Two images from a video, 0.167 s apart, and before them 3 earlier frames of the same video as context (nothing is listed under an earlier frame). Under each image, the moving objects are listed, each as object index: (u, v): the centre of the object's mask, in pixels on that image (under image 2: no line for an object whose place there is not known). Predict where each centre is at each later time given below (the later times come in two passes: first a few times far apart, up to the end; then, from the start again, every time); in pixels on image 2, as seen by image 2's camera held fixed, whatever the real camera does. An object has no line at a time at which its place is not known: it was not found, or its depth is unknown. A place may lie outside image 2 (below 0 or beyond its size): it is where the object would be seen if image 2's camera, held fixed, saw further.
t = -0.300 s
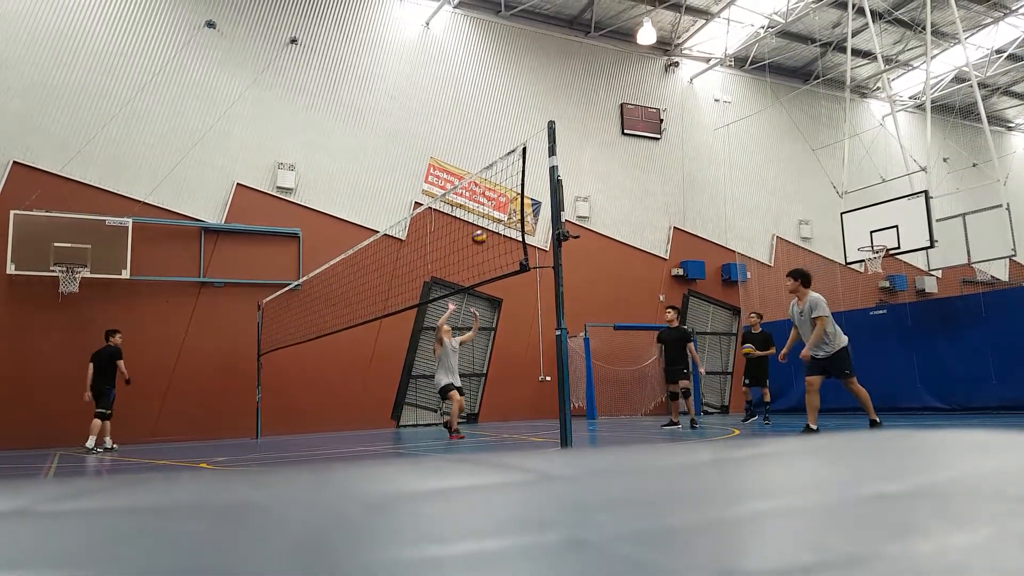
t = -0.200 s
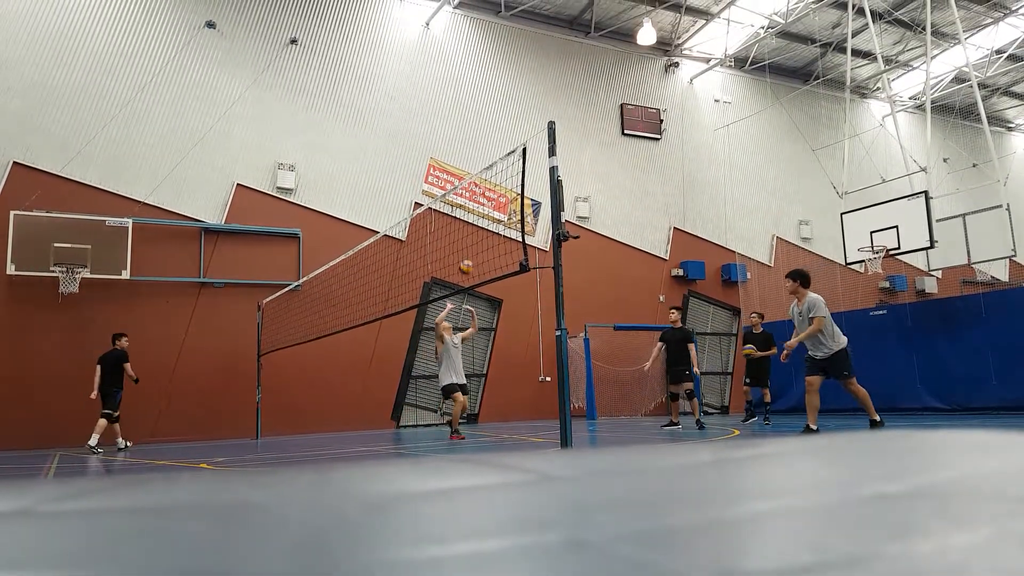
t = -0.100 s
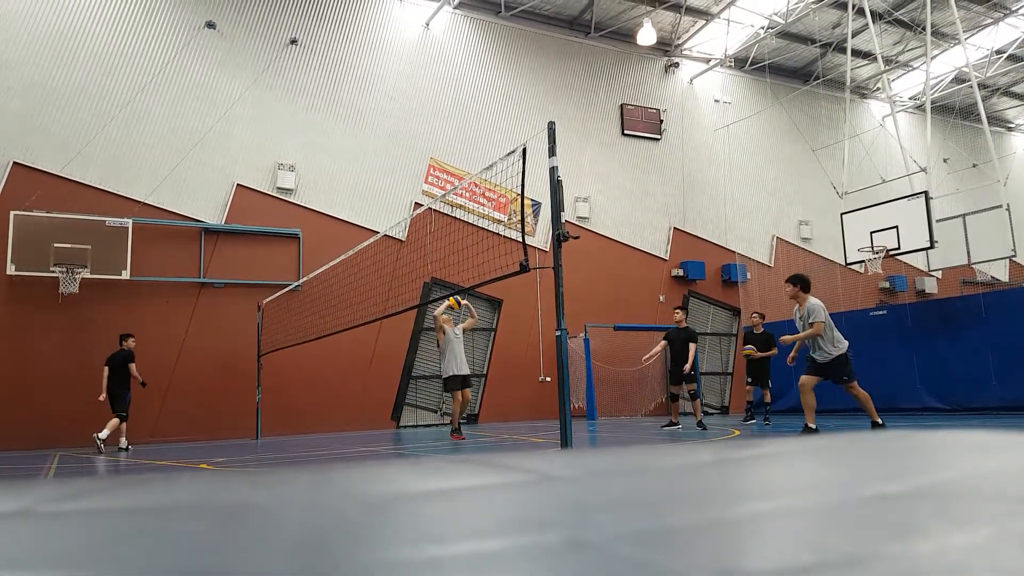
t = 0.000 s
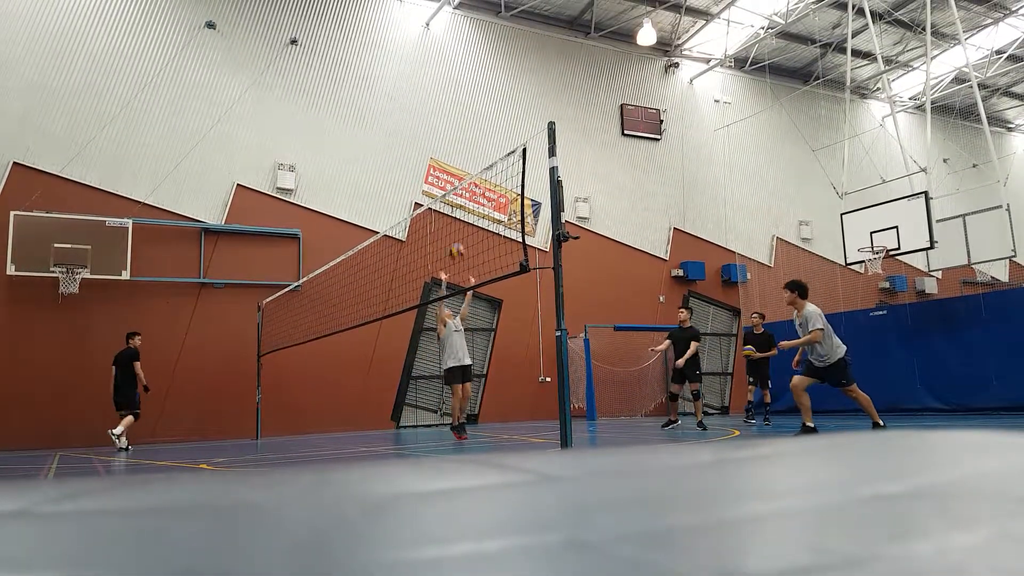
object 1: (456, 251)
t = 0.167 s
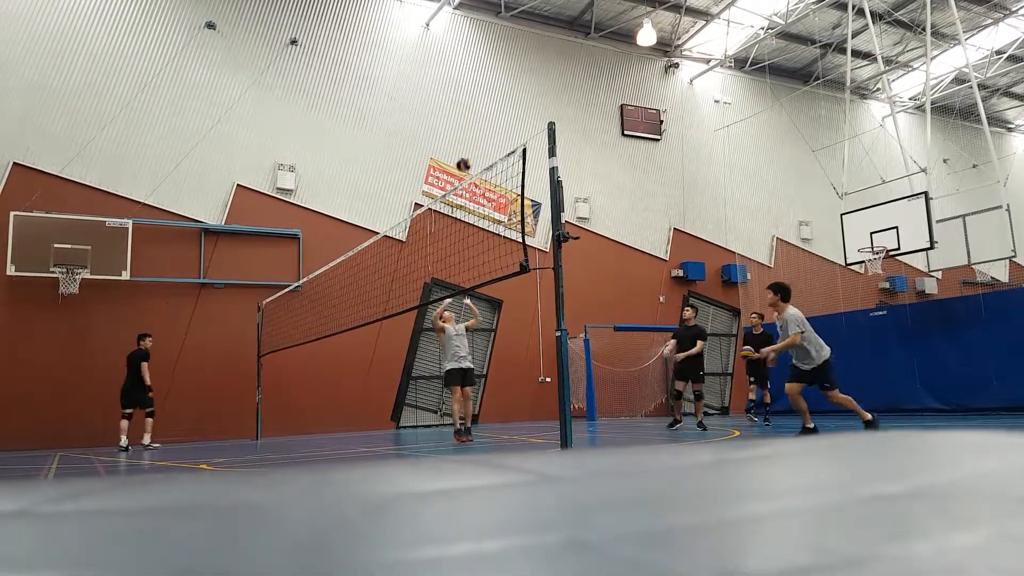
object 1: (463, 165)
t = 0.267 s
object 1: (468, 121)
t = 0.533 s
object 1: (484, 41)
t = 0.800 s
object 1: (505, 13)
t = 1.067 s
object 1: (530, 49)
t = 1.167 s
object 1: (539, 80)
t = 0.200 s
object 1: (465, 150)
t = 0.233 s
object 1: (467, 135)
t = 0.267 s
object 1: (468, 121)
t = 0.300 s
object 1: (470, 107)
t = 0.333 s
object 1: (472, 96)
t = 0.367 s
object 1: (474, 84)
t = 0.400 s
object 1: (476, 75)
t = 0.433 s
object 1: (478, 65)
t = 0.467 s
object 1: (480, 55)
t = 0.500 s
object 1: (482, 47)
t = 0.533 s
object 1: (484, 41)
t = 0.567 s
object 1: (487, 34)
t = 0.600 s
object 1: (489, 28)
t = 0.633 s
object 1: (492, 24)
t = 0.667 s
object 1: (495, 20)
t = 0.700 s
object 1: (497, 17)
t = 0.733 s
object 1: (500, 15)
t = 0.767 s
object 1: (503, 14)
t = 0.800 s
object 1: (505, 13)
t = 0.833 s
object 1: (508, 15)
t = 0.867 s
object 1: (511, 16)
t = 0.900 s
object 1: (514, 19)
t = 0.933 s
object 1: (517, 23)
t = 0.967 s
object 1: (520, 28)
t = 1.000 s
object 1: (523, 34)
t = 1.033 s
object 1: (526, 41)
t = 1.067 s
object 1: (530, 49)
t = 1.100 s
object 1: (533, 58)
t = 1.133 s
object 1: (536, 69)
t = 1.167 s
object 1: (539, 80)
